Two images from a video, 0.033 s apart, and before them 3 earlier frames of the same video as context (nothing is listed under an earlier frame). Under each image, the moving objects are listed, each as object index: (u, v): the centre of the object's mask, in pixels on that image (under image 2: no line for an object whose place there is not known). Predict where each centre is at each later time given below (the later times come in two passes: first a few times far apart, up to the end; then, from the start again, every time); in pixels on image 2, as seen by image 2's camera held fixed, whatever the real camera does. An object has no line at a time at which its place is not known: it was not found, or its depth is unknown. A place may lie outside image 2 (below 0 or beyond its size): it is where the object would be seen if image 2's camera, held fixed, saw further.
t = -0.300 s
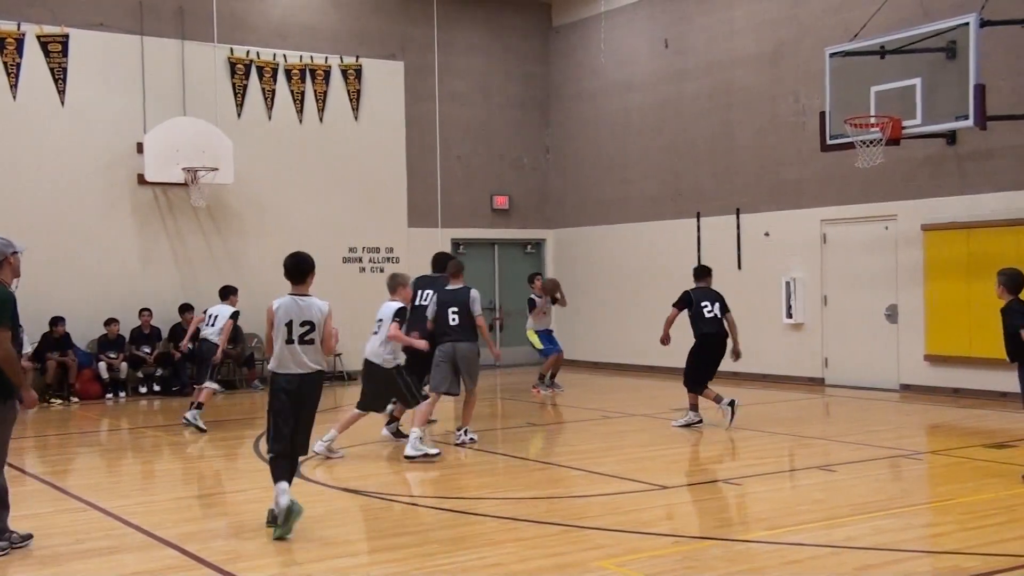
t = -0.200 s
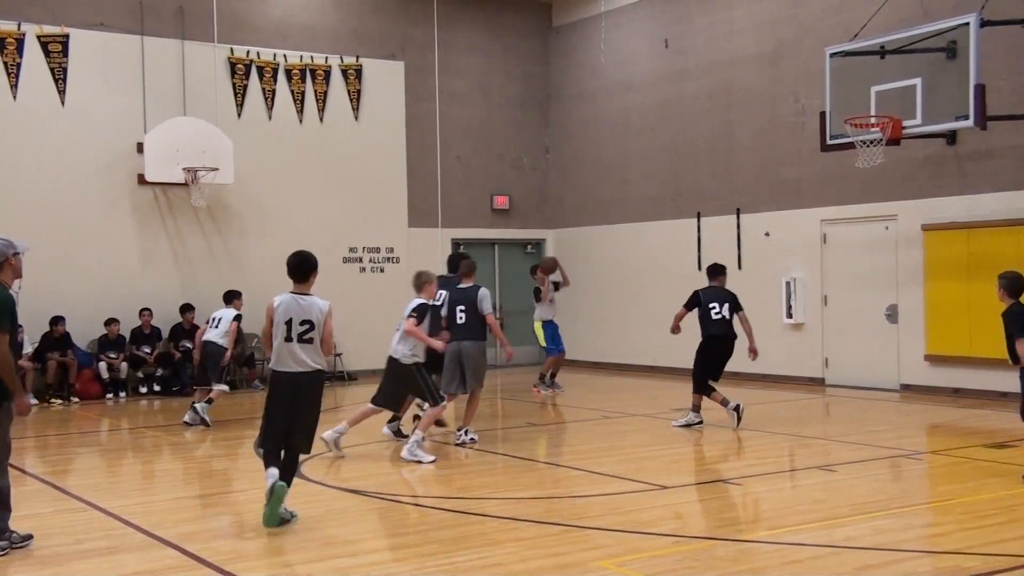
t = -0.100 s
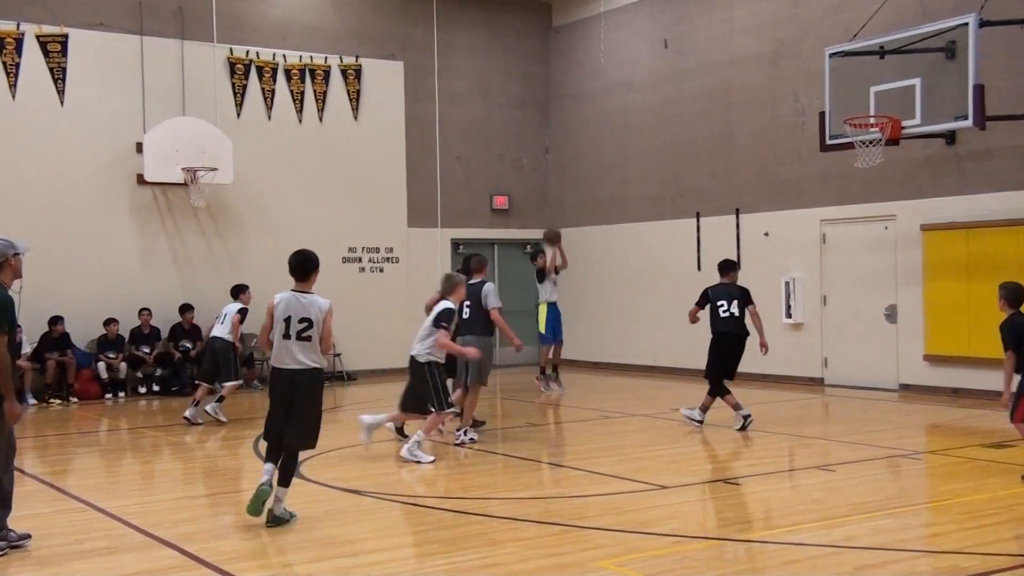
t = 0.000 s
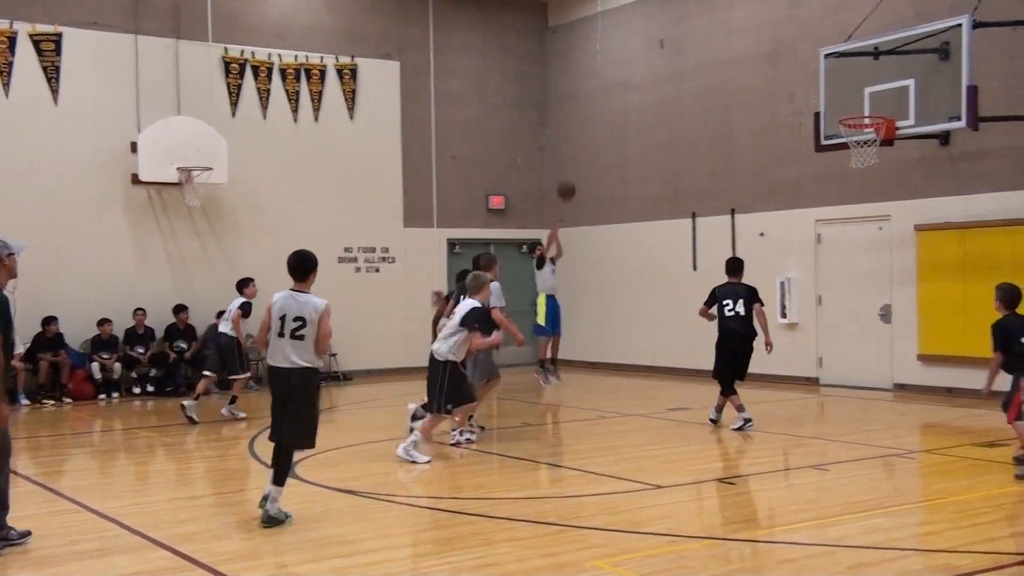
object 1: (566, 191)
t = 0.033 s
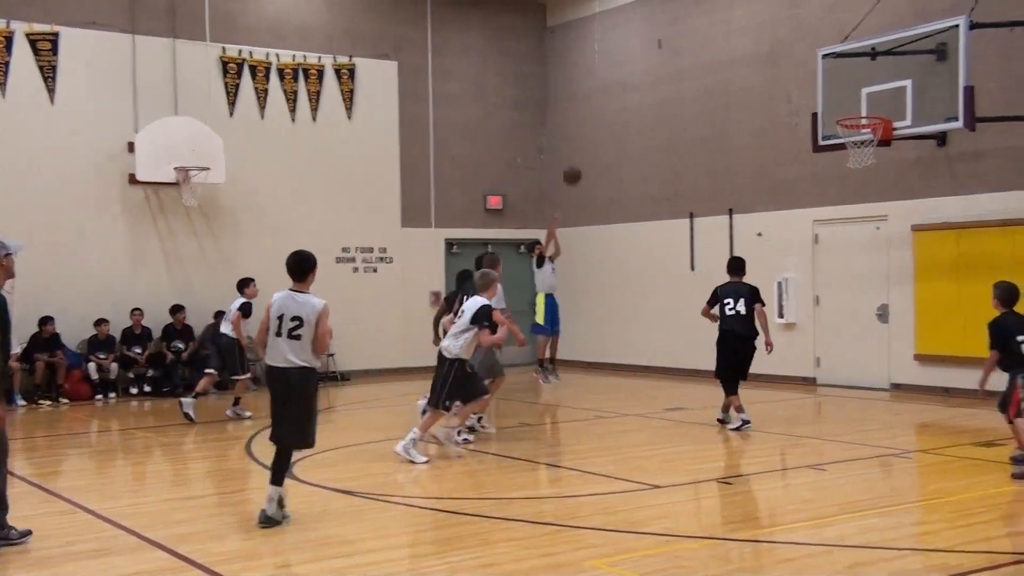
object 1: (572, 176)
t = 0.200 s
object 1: (614, 110)
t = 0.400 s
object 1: (667, 54)
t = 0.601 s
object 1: (725, 28)
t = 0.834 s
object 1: (801, 39)
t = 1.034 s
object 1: (873, 93)
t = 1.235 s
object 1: (941, 92)
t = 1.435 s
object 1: (1013, 112)
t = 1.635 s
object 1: (1094, 181)
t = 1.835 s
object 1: (1185, 307)
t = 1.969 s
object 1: (1250, 428)
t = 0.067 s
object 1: (580, 161)
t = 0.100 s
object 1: (589, 147)
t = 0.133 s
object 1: (597, 134)
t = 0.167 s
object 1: (605, 122)
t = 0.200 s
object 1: (614, 110)
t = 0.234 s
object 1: (622, 99)
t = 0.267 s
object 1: (631, 88)
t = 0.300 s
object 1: (640, 78)
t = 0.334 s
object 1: (649, 70)
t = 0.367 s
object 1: (658, 61)
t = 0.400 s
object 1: (667, 54)
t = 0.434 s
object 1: (677, 48)
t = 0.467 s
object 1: (686, 42)
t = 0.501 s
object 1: (696, 37)
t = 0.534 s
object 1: (706, 33)
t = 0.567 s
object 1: (716, 30)
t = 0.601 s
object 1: (725, 28)
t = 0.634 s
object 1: (736, 26)
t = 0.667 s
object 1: (747, 26)
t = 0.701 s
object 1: (757, 27)
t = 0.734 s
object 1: (768, 28)
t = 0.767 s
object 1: (779, 31)
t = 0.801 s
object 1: (790, 34)
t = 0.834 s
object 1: (801, 39)
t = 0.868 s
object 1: (813, 45)
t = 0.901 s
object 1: (825, 52)
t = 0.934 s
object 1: (836, 62)
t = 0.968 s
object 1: (849, 71)
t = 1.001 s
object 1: (860, 81)
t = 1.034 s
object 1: (873, 93)
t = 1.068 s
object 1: (885, 105)
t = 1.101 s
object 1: (896, 101)
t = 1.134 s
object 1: (907, 97)
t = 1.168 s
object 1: (919, 94)
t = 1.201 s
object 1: (930, 93)
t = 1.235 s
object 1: (941, 92)
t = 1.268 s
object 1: (952, 92)
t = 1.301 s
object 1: (965, 94)
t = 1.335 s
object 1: (977, 96)
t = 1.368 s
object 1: (990, 100)
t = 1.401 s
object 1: (1001, 106)
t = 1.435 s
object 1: (1013, 112)
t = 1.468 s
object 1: (1027, 121)
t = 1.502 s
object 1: (1040, 131)
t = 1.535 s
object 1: (1053, 141)
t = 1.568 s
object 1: (1066, 152)
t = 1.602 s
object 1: (1080, 167)
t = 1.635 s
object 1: (1094, 181)
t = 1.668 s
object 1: (1109, 198)
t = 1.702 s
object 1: (1123, 217)
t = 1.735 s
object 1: (1138, 237)
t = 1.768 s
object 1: (1153, 258)
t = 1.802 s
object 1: (1169, 282)
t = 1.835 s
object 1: (1185, 307)
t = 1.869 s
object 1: (1200, 335)
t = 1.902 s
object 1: (1216, 366)
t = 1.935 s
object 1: (1232, 395)
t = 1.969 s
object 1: (1250, 428)
